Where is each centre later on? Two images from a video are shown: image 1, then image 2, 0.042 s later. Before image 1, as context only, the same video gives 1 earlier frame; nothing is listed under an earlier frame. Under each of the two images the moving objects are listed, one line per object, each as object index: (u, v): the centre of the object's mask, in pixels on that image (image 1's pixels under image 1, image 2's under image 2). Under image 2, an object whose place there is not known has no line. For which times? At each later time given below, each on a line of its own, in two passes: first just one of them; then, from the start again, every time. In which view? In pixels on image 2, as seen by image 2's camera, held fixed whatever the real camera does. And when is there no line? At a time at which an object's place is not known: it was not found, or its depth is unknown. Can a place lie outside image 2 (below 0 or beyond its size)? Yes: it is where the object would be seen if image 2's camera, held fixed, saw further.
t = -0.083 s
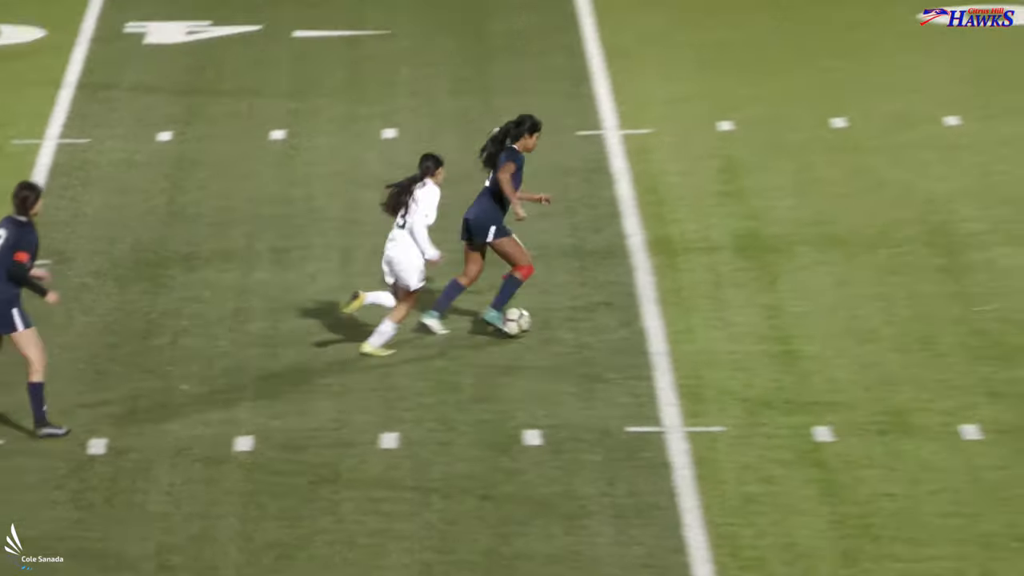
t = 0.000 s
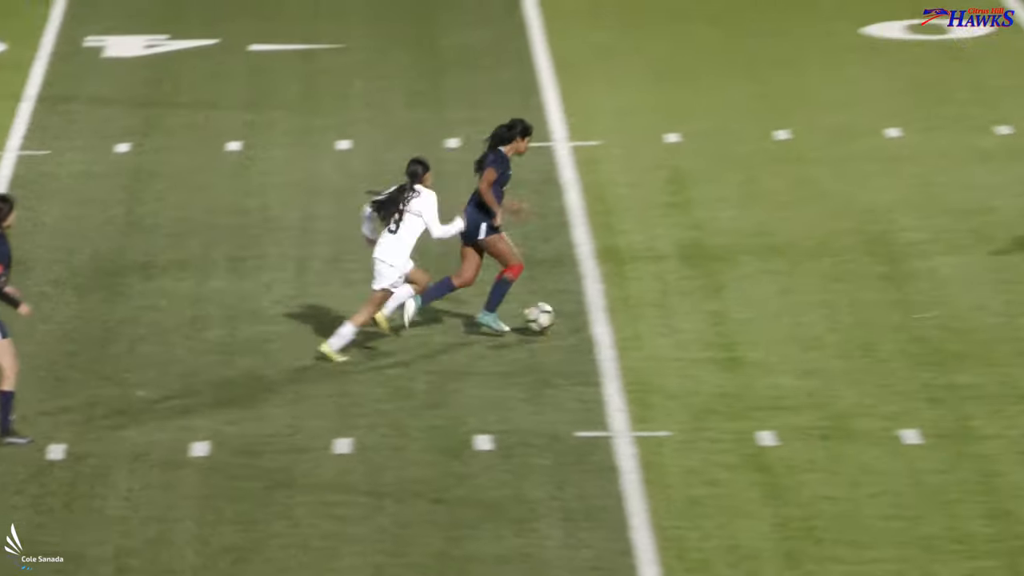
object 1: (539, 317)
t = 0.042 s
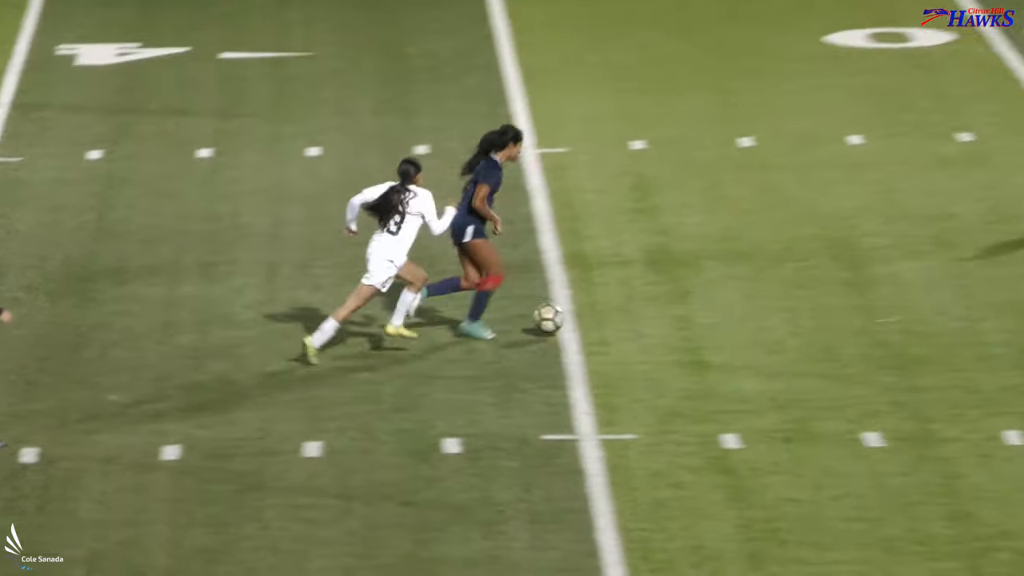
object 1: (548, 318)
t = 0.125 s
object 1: (618, 317)
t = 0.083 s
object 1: (577, 318)
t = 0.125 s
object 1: (618, 317)
